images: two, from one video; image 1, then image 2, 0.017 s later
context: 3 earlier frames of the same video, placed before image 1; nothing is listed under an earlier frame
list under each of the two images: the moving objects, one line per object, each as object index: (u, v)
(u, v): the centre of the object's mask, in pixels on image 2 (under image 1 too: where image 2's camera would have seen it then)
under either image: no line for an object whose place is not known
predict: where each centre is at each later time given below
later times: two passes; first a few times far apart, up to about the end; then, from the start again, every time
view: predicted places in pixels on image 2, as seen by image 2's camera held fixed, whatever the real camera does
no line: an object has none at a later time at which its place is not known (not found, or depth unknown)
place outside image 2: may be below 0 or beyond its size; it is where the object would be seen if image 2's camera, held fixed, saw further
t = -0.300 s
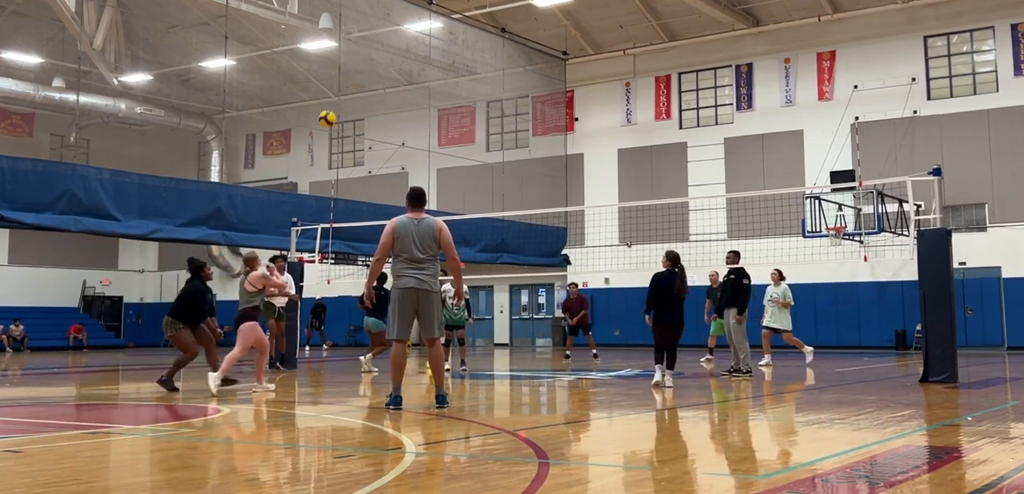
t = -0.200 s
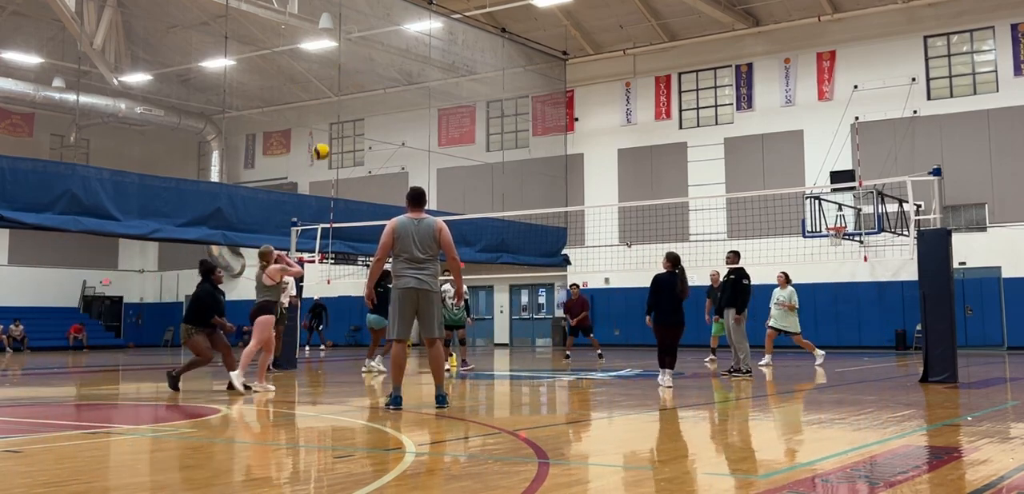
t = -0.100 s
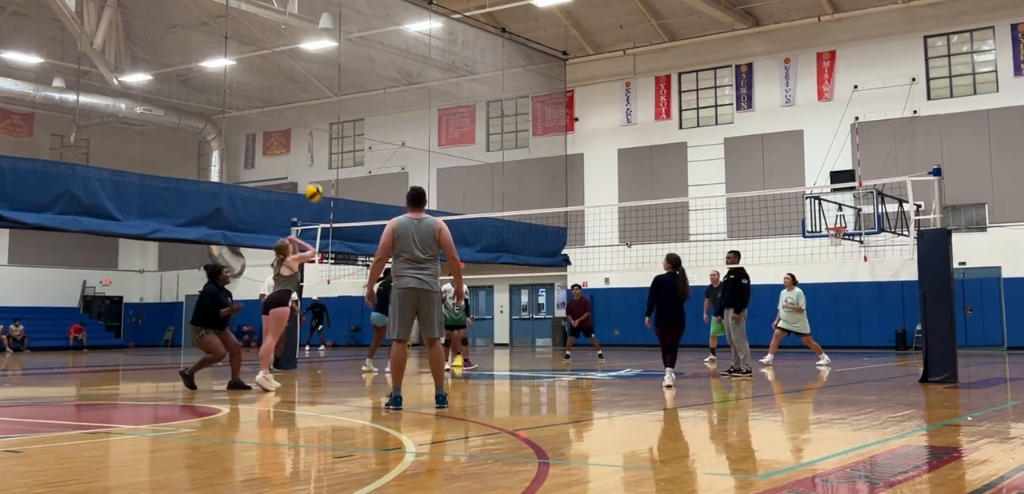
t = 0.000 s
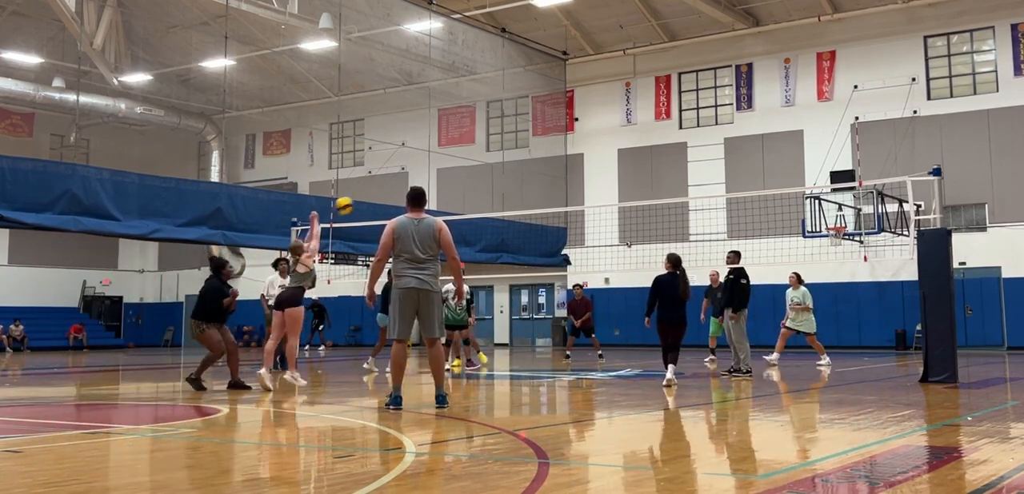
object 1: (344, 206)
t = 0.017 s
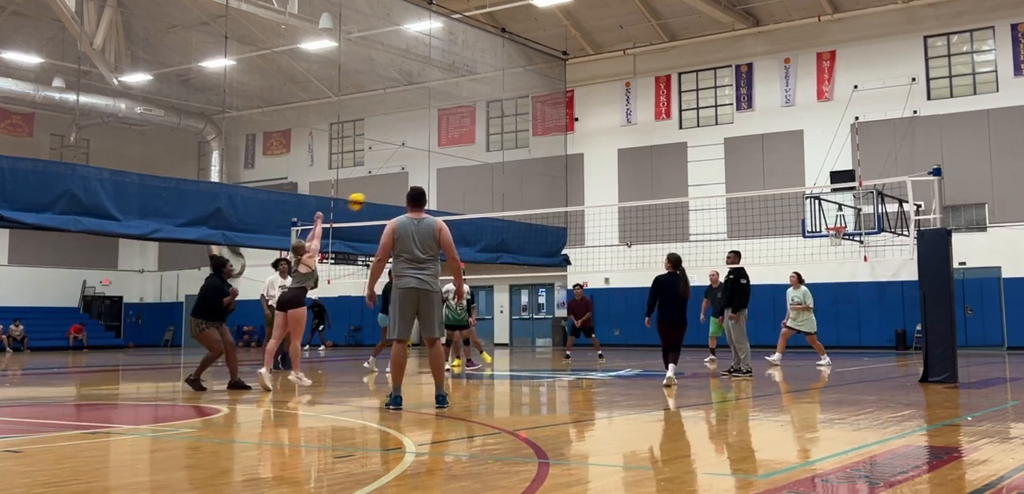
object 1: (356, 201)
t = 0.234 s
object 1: (492, 173)
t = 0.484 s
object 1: (614, 188)
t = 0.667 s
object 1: (686, 221)
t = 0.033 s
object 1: (368, 198)
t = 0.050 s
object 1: (379, 194)
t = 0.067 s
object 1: (391, 190)
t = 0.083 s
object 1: (401, 187)
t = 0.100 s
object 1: (412, 183)
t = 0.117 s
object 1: (423, 183)
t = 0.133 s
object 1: (434, 181)
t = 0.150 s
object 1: (444, 178)
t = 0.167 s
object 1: (453, 177)
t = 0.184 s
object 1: (463, 175)
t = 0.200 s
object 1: (474, 175)
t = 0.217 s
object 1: (483, 174)
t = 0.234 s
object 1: (492, 173)
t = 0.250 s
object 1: (501, 173)
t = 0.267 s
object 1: (510, 173)
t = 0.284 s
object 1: (519, 173)
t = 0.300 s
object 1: (527, 173)
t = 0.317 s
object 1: (535, 173)
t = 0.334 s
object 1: (544, 174)
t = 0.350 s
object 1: (552, 175)
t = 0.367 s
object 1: (560, 176)
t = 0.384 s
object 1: (568, 177)
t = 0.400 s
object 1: (576, 178)
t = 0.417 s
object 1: (583, 180)
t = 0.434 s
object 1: (591, 182)
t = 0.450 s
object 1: (599, 184)
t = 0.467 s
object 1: (606, 186)
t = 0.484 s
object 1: (614, 188)
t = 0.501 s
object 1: (621, 190)
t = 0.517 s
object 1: (627, 193)
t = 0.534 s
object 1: (634, 195)
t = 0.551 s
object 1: (641, 196)
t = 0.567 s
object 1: (648, 199)
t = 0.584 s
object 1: (655, 204)
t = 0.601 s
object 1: (662, 207)
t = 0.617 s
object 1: (668, 210)
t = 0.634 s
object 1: (674, 213)
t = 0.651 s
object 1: (681, 217)
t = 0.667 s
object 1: (686, 221)
